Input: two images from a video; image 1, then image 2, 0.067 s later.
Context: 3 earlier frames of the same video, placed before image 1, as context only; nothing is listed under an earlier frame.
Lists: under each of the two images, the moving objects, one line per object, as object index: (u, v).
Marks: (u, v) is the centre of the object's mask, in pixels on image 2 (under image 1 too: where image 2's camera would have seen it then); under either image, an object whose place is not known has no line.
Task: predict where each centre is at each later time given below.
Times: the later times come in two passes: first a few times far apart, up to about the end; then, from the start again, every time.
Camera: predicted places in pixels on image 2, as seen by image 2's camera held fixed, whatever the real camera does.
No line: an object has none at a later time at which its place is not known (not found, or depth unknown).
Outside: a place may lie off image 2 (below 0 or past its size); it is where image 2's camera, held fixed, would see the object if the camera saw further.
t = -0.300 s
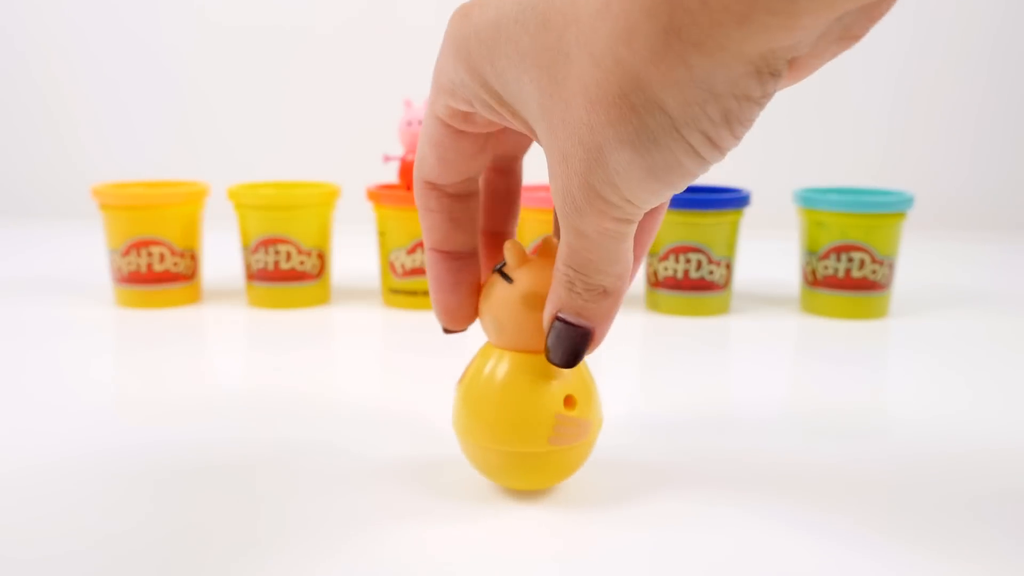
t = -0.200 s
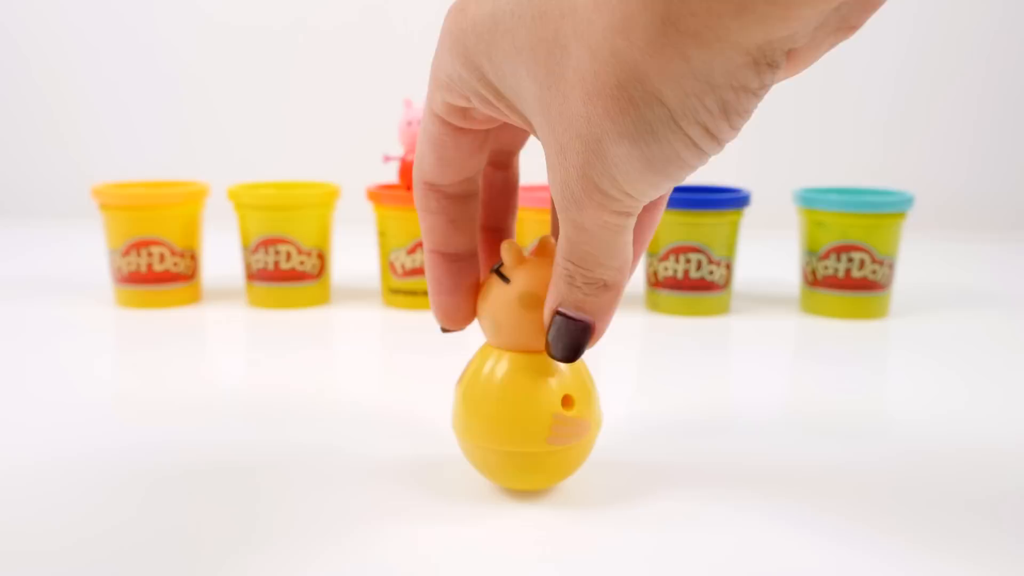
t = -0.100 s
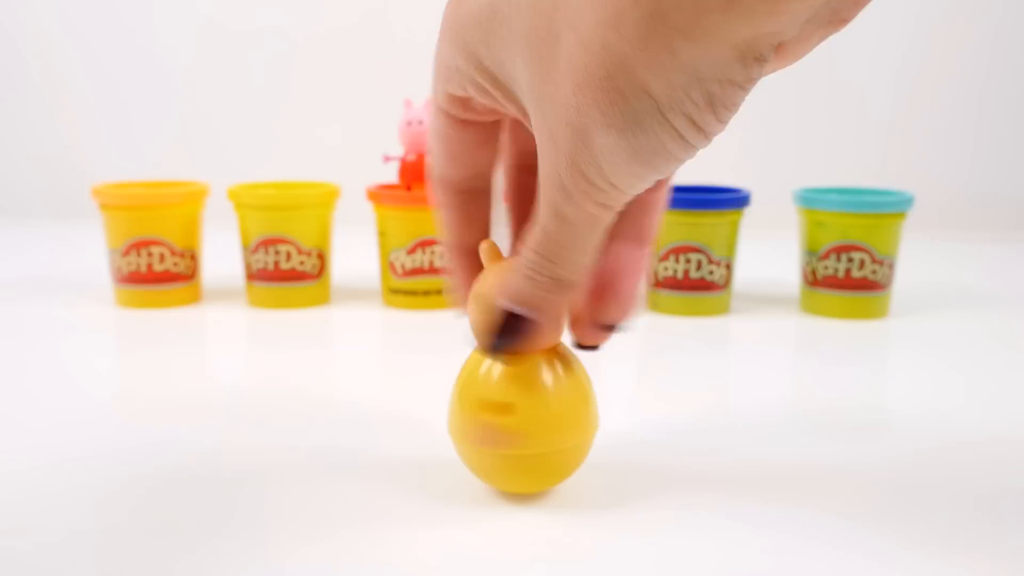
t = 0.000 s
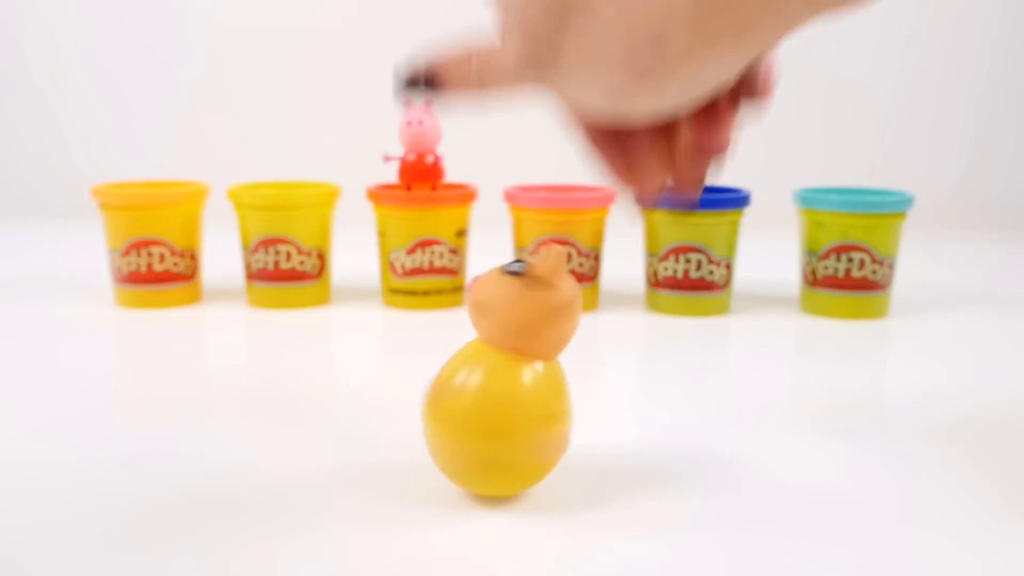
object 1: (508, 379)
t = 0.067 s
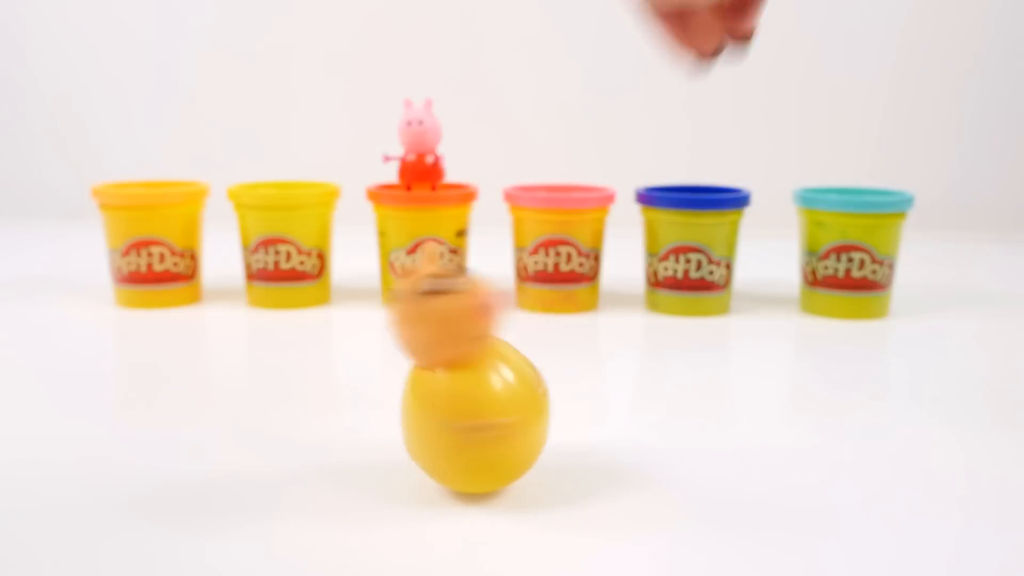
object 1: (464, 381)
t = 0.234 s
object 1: (434, 396)
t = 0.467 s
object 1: (356, 421)
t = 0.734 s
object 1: (307, 440)
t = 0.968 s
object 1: (332, 464)
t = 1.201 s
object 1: (393, 482)
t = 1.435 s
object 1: (486, 492)
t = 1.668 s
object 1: (563, 481)
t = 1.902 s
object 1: (637, 457)
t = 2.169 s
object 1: (658, 446)
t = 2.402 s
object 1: (683, 424)
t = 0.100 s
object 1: (456, 378)
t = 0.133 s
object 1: (468, 382)
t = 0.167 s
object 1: (479, 382)
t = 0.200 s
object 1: (471, 386)
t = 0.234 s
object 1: (434, 396)
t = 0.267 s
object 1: (399, 391)
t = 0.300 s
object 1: (403, 391)
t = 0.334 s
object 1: (423, 397)
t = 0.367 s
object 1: (444, 398)
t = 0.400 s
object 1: (447, 403)
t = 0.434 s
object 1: (405, 423)
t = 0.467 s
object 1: (356, 421)
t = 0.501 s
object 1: (341, 415)
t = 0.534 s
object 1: (361, 414)
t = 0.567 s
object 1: (381, 420)
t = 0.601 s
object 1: (409, 414)
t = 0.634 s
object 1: (410, 427)
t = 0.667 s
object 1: (366, 449)
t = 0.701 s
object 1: (319, 451)
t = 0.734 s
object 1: (307, 440)
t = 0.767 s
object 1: (336, 434)
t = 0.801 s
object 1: (371, 437)
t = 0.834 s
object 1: (401, 436)
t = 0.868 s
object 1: (419, 449)
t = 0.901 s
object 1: (382, 474)
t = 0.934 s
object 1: (349, 477)
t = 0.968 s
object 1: (332, 464)
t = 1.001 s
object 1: (362, 455)
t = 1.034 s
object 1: (400, 452)
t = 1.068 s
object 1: (439, 454)
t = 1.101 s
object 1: (468, 465)
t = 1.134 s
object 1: (446, 486)
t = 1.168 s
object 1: (416, 495)
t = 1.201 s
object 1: (393, 482)
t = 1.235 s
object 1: (421, 471)
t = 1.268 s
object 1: (454, 463)
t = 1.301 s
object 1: (495, 462)
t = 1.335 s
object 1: (543, 468)
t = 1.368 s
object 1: (553, 491)
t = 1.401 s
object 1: (513, 494)
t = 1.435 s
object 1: (486, 492)
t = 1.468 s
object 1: (471, 469)
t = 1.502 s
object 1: (498, 457)
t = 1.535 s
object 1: (536, 461)
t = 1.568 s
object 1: (567, 460)
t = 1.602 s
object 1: (604, 464)
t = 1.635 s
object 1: (609, 478)
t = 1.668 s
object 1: (563, 481)
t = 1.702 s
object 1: (542, 472)
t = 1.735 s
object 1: (520, 450)
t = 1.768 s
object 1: (544, 441)
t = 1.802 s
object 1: (575, 439)
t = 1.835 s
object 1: (606, 442)
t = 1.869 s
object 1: (636, 445)
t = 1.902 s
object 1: (637, 457)
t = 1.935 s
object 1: (595, 463)
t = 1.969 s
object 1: (571, 452)
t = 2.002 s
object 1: (557, 435)
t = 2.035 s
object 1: (579, 429)
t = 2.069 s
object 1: (607, 429)
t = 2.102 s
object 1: (639, 428)
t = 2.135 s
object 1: (667, 434)
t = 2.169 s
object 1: (658, 446)
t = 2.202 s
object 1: (619, 451)
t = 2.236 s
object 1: (593, 442)
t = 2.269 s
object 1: (580, 426)
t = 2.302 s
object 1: (598, 419)
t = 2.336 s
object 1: (625, 420)
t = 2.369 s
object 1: (652, 420)
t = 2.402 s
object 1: (683, 424)
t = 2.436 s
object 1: (692, 437)
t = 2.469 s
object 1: (655, 444)
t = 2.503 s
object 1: (637, 442)
